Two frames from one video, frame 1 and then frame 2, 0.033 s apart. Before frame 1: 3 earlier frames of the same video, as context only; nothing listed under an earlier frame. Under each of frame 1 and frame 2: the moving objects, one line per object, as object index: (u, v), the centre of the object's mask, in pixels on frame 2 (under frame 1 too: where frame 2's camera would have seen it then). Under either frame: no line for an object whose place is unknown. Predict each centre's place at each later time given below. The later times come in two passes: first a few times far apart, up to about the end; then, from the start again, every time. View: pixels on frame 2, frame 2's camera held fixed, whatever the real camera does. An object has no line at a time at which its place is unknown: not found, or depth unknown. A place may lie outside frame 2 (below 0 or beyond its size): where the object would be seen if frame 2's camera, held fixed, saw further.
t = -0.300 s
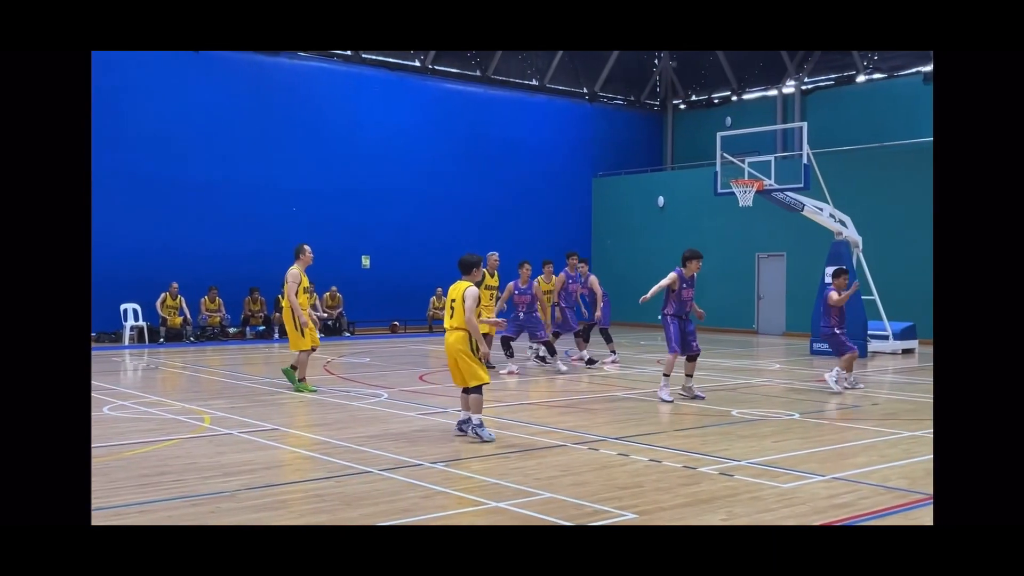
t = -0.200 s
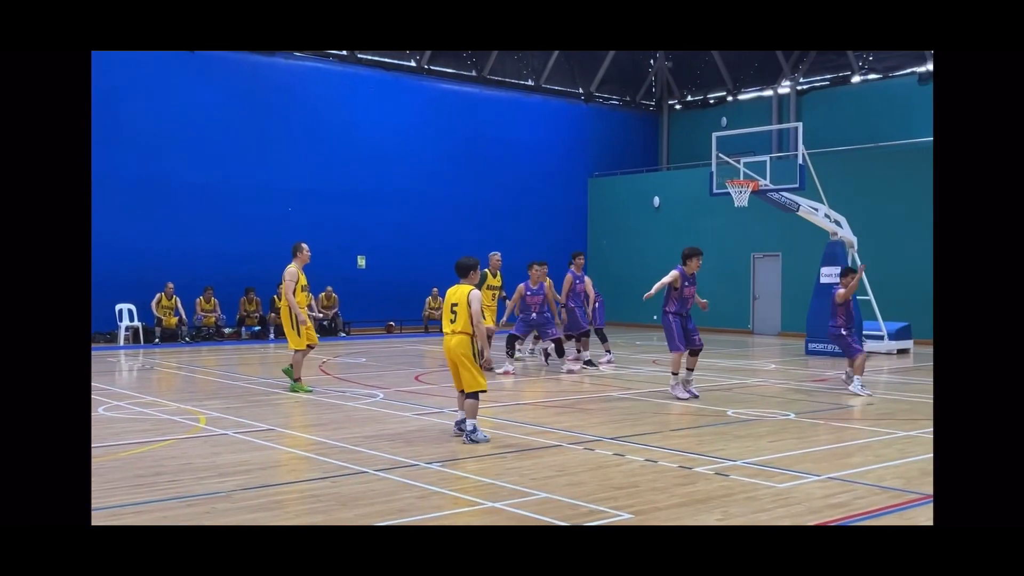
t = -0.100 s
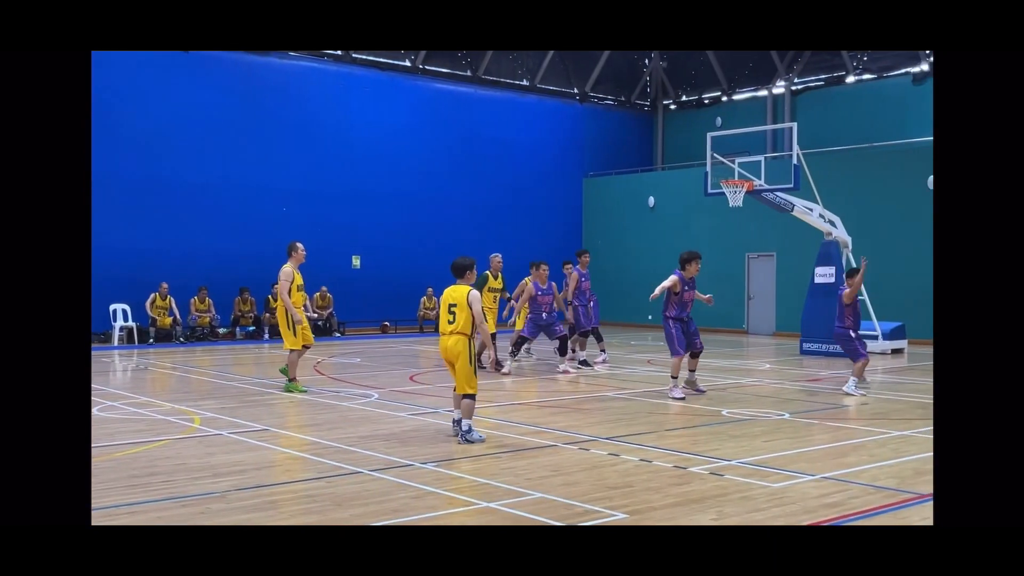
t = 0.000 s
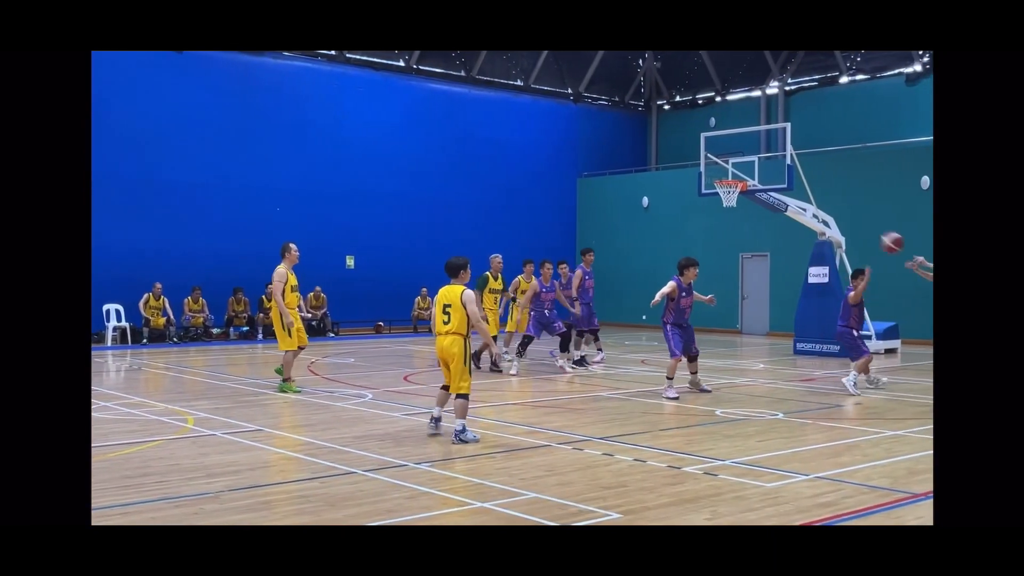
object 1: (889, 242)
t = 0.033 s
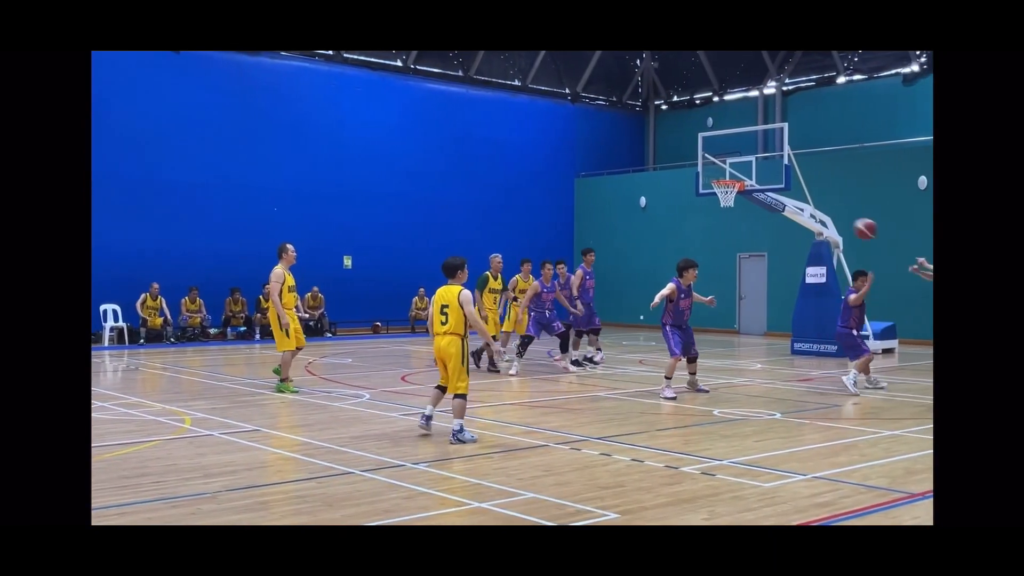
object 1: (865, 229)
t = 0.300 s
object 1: (686, 156)
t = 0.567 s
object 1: (538, 146)
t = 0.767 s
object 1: (429, 171)
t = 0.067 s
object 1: (842, 215)
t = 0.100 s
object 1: (819, 204)
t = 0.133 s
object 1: (796, 193)
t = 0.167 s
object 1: (773, 183)
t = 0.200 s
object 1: (752, 175)
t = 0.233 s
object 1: (730, 169)
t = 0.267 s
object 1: (708, 162)
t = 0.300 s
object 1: (686, 156)
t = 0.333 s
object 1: (667, 152)
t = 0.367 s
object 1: (646, 149)
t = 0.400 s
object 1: (636, 148)
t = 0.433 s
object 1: (616, 145)
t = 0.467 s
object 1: (595, 144)
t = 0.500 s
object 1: (576, 144)
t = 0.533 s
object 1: (557, 144)
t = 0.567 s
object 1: (538, 146)
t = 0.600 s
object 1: (520, 147)
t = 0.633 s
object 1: (501, 151)
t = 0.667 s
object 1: (483, 155)
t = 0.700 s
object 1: (465, 160)
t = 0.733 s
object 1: (447, 165)
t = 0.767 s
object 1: (429, 171)
